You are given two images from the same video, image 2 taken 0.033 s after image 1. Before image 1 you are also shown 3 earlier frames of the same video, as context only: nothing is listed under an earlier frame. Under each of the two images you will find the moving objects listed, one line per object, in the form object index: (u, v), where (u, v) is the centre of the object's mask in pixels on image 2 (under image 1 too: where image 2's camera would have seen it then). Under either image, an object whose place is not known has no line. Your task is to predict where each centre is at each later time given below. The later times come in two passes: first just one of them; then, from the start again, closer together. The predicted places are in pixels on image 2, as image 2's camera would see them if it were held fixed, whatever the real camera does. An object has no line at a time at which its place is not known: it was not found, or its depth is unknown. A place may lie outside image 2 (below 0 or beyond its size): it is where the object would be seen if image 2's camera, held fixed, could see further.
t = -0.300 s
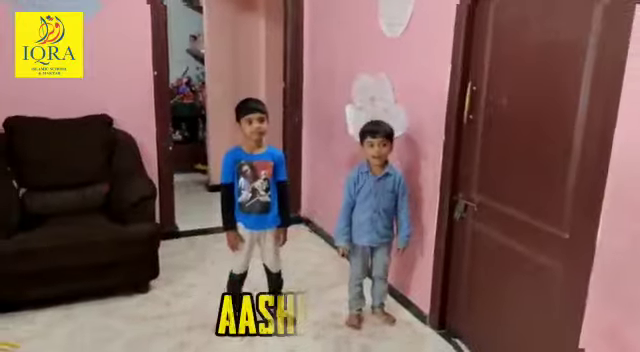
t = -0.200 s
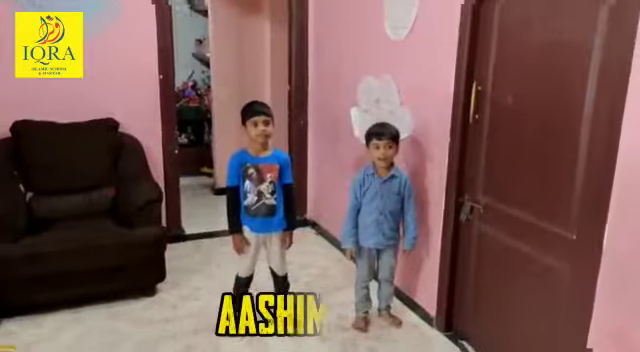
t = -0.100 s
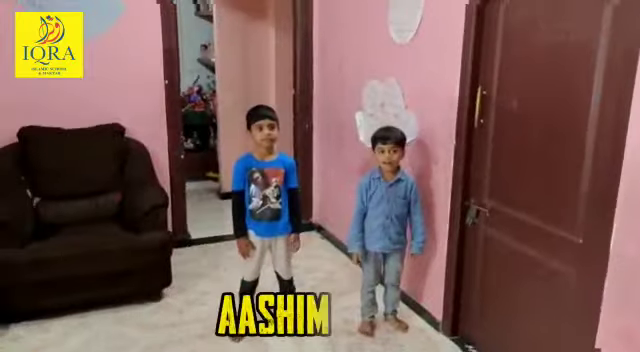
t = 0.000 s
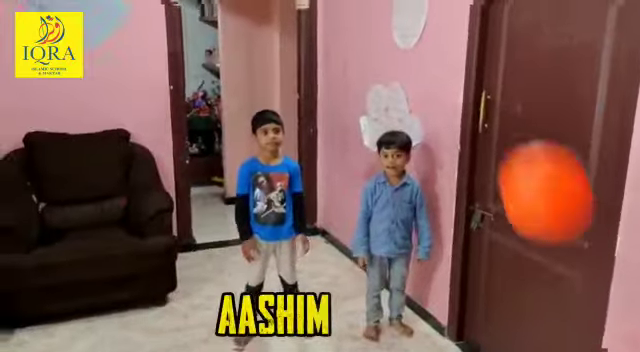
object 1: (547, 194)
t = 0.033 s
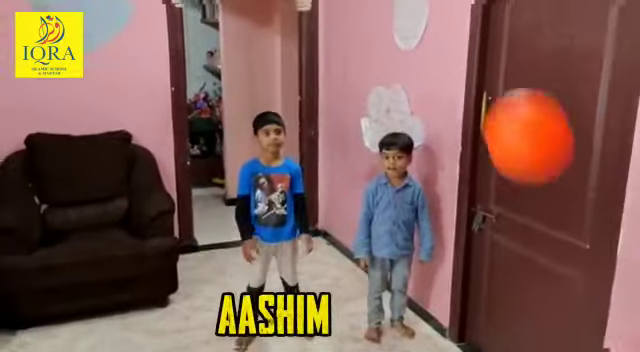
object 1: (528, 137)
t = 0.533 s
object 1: (353, 54)
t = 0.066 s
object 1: (511, 89)
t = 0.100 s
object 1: (496, 50)
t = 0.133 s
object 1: (480, 22)
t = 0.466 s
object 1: (368, 15)
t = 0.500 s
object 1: (360, 33)
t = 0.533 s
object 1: (353, 54)
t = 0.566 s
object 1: (348, 76)
